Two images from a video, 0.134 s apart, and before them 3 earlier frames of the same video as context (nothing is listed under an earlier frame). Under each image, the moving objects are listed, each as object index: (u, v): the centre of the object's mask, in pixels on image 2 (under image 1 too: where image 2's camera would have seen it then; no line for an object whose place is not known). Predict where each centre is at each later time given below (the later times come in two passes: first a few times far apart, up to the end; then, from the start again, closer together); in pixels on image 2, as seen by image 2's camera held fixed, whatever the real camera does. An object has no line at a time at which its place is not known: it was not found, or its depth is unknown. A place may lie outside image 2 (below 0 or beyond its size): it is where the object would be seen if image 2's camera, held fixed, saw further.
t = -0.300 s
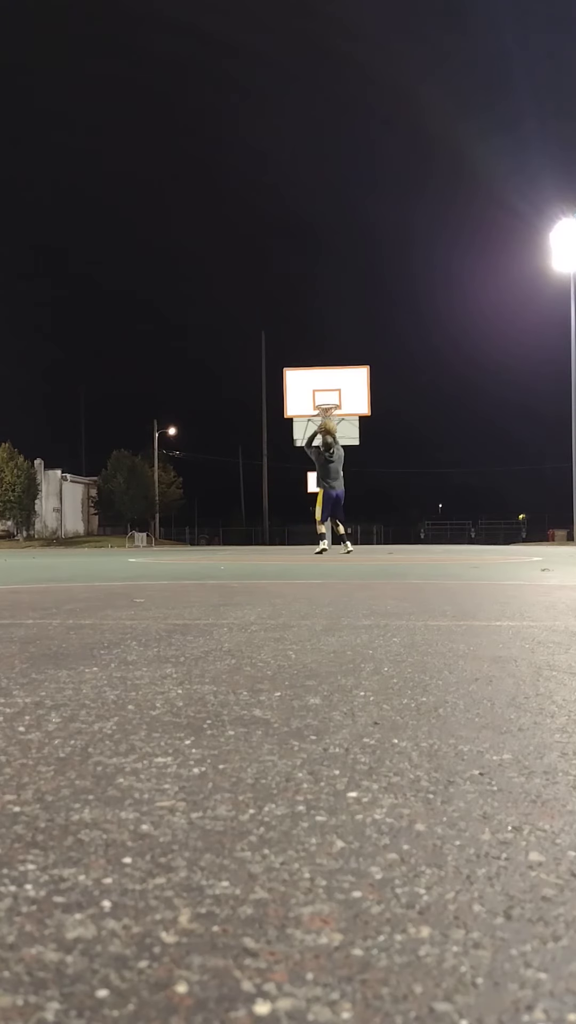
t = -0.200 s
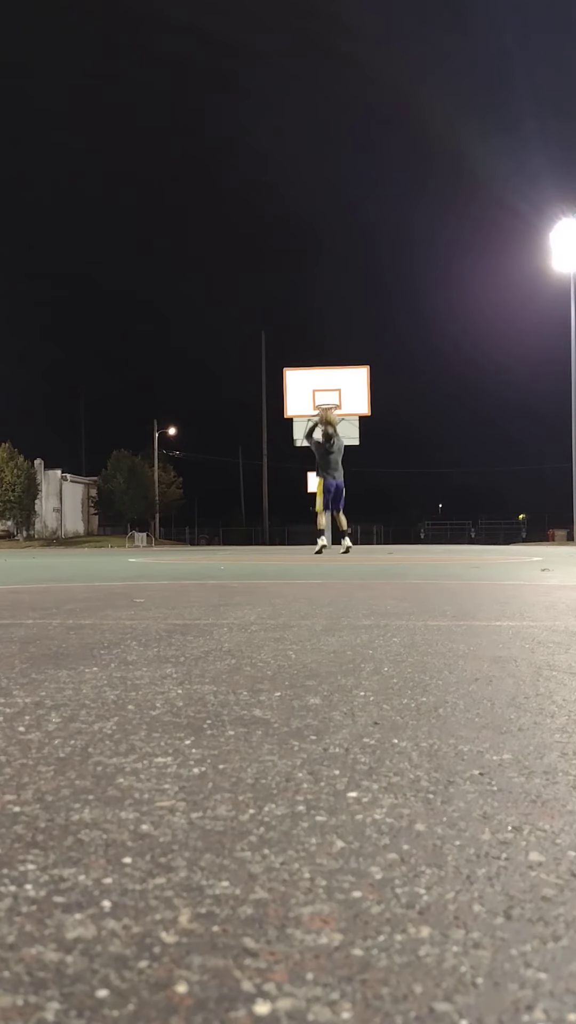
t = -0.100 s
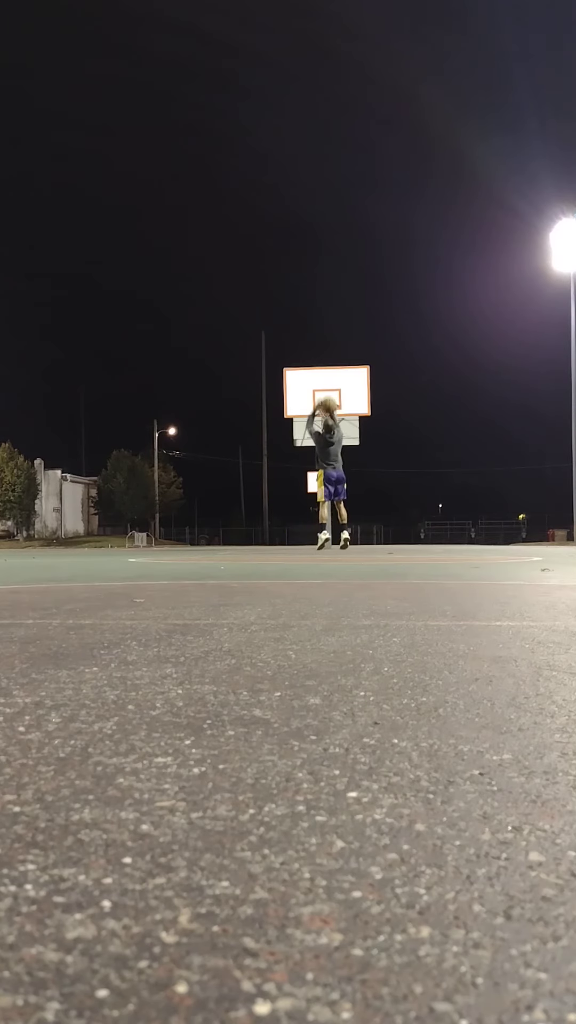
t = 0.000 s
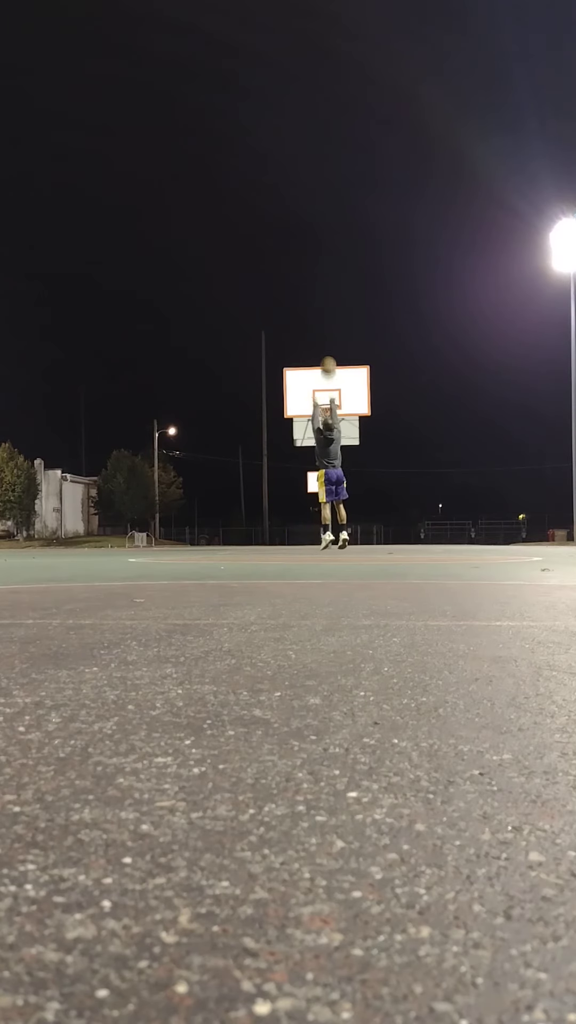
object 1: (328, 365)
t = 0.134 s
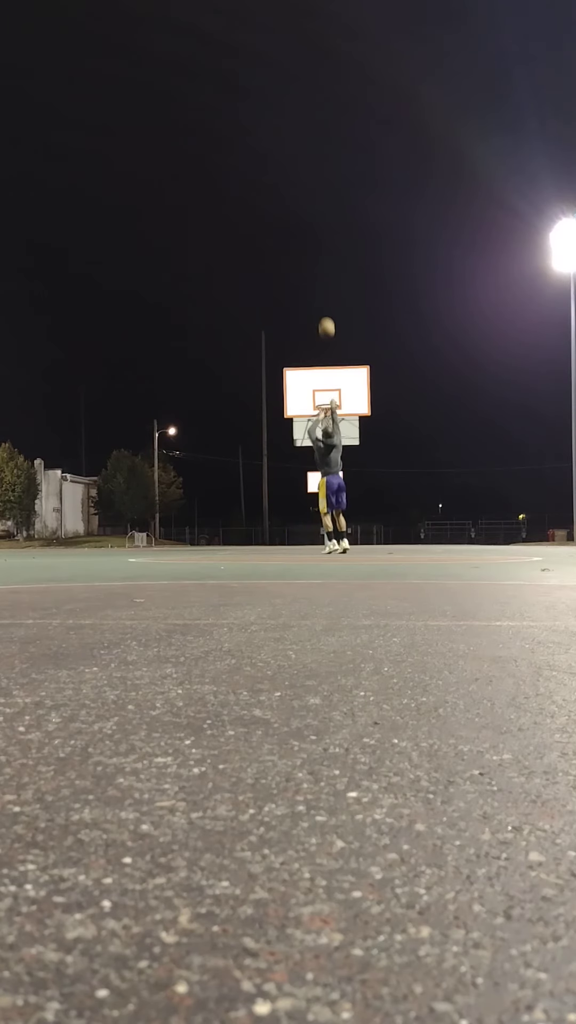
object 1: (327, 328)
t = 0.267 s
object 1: (325, 301)
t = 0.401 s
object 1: (324, 288)
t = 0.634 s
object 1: (324, 289)
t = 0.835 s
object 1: (324, 312)
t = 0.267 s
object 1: (325, 301)
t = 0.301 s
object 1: (325, 297)
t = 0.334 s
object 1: (324, 293)
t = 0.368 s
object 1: (324, 290)
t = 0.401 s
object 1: (324, 288)
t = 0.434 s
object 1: (324, 286)
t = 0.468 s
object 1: (324, 285)
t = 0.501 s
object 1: (324, 285)
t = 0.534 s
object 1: (324, 285)
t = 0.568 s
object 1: (324, 286)
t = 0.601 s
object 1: (324, 287)
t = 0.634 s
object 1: (324, 289)
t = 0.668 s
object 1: (324, 292)
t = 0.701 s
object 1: (324, 295)
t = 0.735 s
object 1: (324, 298)
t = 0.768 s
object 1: (324, 302)
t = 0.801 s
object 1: (324, 307)
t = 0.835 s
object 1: (324, 312)
